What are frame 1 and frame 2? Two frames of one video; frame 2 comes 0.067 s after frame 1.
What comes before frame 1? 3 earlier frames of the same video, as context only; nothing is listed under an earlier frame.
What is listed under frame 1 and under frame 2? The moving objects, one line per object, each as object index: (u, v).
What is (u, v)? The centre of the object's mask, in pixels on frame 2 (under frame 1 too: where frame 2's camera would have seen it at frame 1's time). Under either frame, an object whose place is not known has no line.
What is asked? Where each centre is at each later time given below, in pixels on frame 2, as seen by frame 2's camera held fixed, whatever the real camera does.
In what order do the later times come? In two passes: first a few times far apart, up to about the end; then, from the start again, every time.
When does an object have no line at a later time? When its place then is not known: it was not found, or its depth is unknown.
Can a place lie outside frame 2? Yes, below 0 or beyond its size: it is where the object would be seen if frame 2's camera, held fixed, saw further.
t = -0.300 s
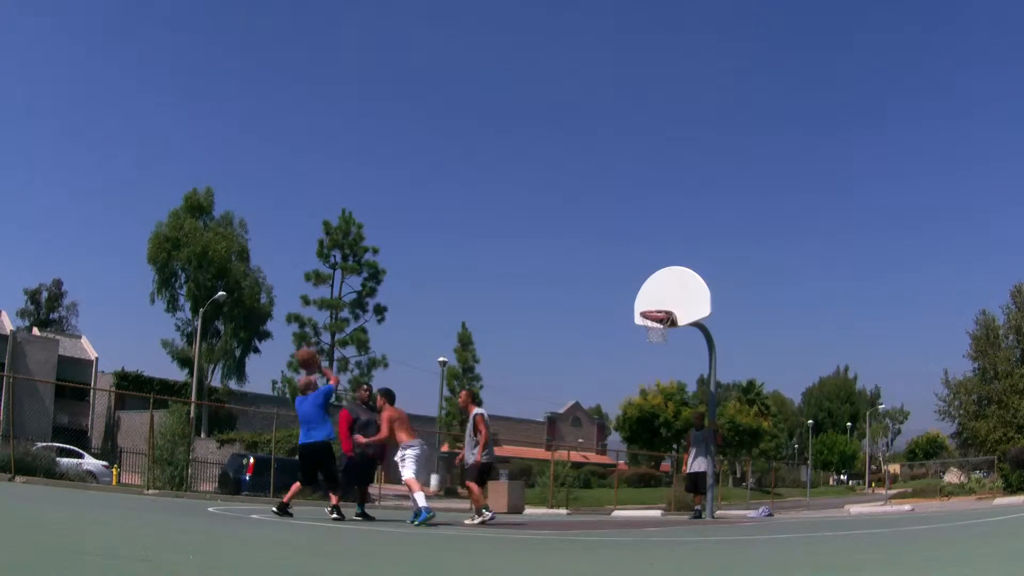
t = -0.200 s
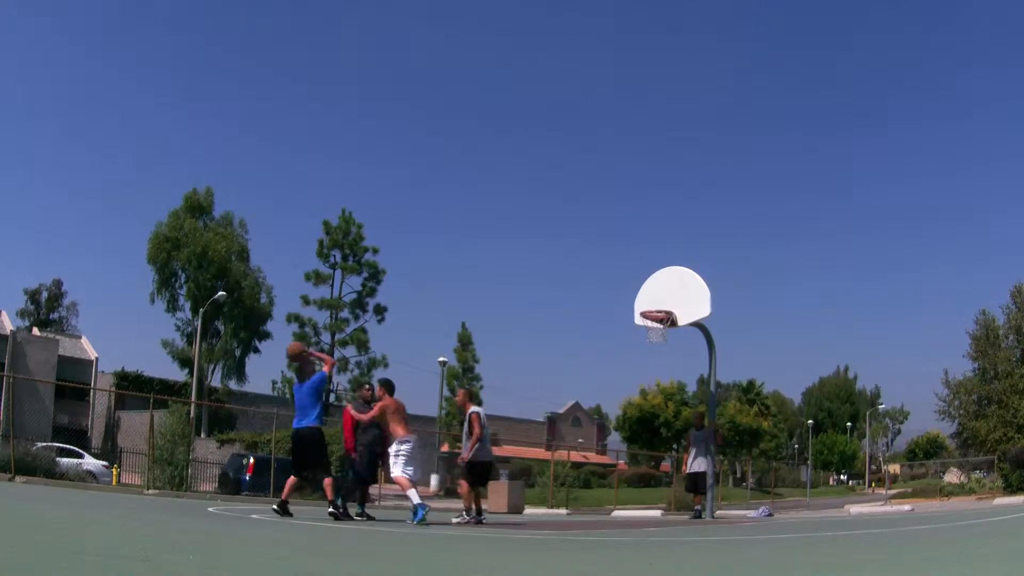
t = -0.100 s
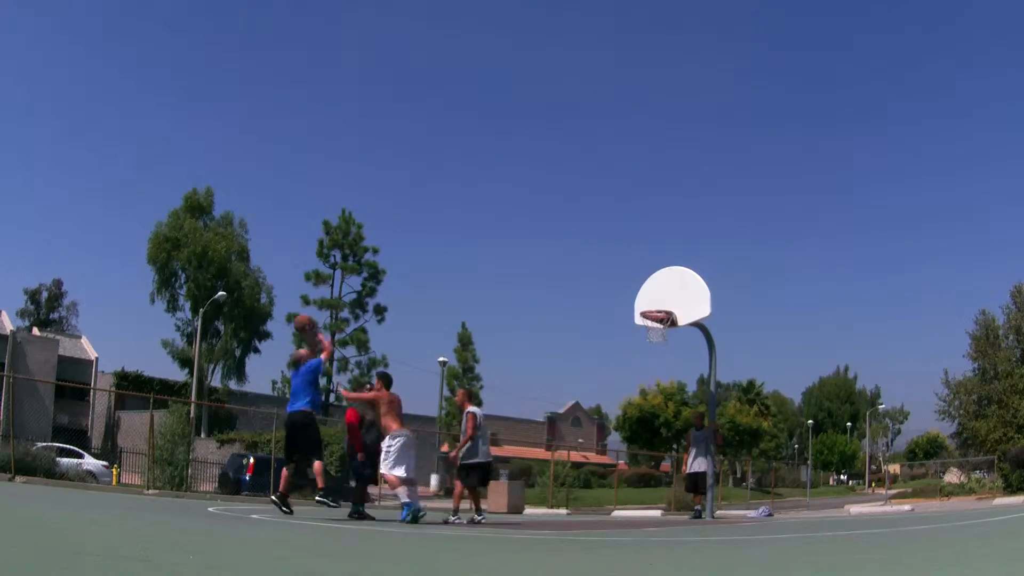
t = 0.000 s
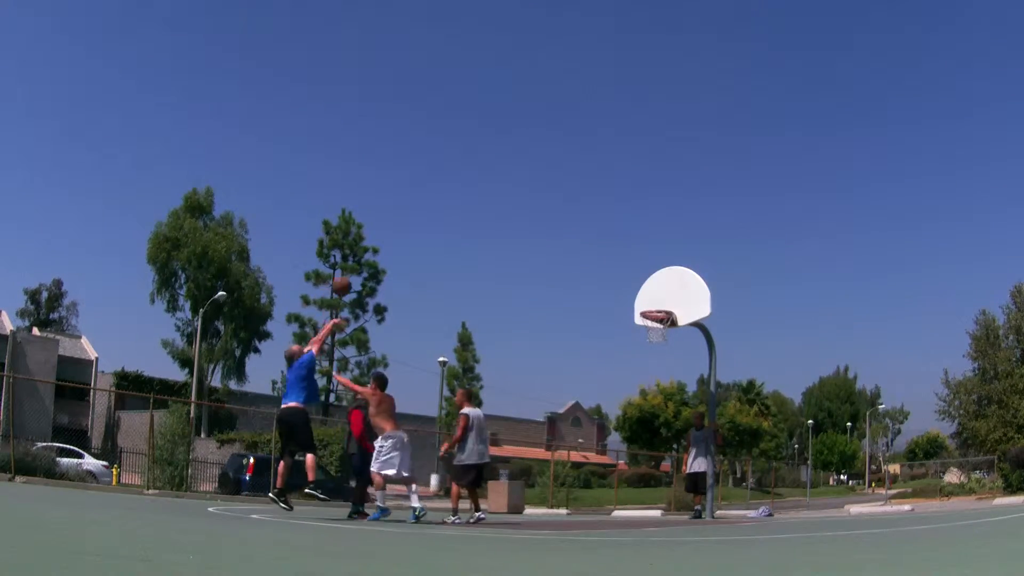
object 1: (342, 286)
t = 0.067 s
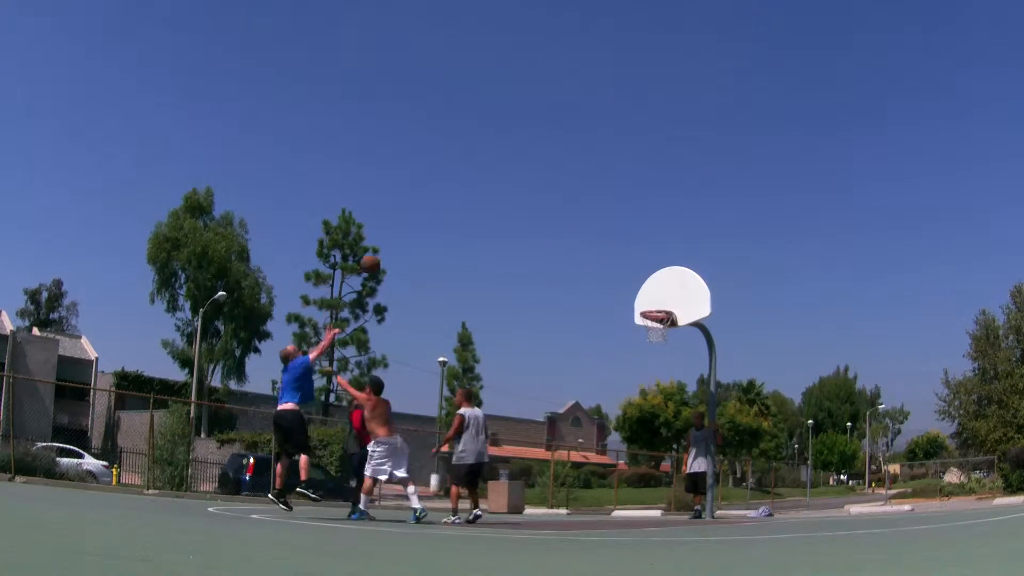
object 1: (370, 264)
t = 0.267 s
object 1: (449, 224)
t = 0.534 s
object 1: (540, 220)
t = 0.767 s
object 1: (610, 256)
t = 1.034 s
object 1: (653, 309)
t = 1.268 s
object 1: (660, 290)
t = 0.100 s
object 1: (384, 255)
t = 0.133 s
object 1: (398, 247)
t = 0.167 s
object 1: (411, 240)
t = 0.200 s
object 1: (424, 233)
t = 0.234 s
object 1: (437, 228)
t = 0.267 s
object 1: (449, 224)
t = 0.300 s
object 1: (461, 221)
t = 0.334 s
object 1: (473, 218)
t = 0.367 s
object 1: (485, 216)
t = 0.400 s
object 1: (496, 216)
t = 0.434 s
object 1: (508, 216)
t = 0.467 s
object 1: (519, 216)
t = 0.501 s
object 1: (529, 218)
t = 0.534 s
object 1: (540, 220)
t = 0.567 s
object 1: (551, 223)
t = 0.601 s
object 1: (561, 227)
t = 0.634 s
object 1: (571, 232)
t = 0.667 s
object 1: (581, 237)
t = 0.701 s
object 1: (591, 243)
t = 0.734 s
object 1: (601, 249)
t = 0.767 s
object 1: (610, 256)
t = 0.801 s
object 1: (619, 264)
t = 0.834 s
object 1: (629, 273)
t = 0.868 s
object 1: (638, 282)
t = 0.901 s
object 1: (647, 292)
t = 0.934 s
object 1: (655, 302)
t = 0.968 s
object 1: (662, 310)
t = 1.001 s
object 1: (656, 309)
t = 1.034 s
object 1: (653, 309)
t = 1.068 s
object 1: (656, 306)
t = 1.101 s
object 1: (658, 305)
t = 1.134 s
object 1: (659, 303)
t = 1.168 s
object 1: (660, 299)
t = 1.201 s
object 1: (661, 296)
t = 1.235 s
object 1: (661, 293)
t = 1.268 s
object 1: (660, 290)
